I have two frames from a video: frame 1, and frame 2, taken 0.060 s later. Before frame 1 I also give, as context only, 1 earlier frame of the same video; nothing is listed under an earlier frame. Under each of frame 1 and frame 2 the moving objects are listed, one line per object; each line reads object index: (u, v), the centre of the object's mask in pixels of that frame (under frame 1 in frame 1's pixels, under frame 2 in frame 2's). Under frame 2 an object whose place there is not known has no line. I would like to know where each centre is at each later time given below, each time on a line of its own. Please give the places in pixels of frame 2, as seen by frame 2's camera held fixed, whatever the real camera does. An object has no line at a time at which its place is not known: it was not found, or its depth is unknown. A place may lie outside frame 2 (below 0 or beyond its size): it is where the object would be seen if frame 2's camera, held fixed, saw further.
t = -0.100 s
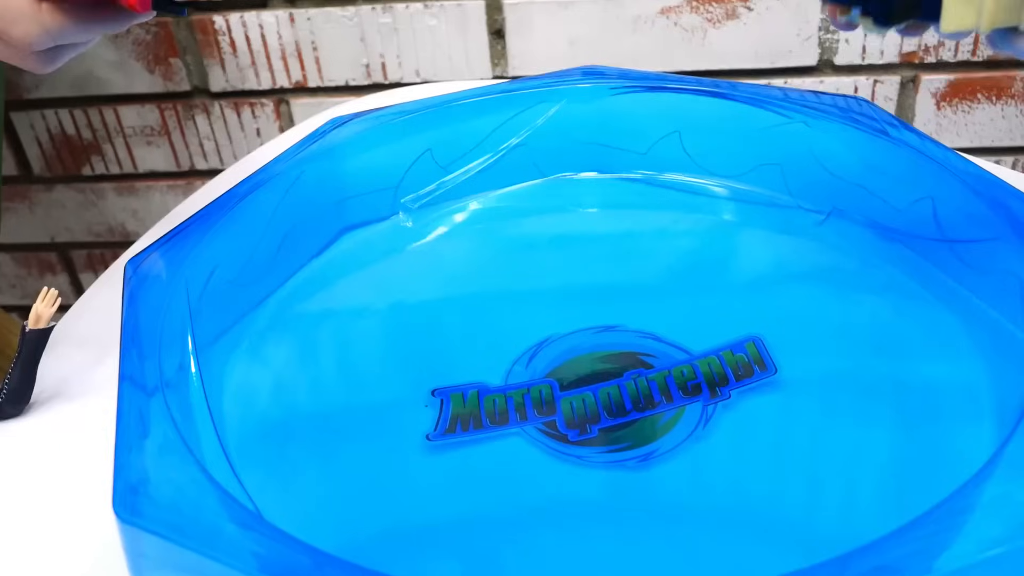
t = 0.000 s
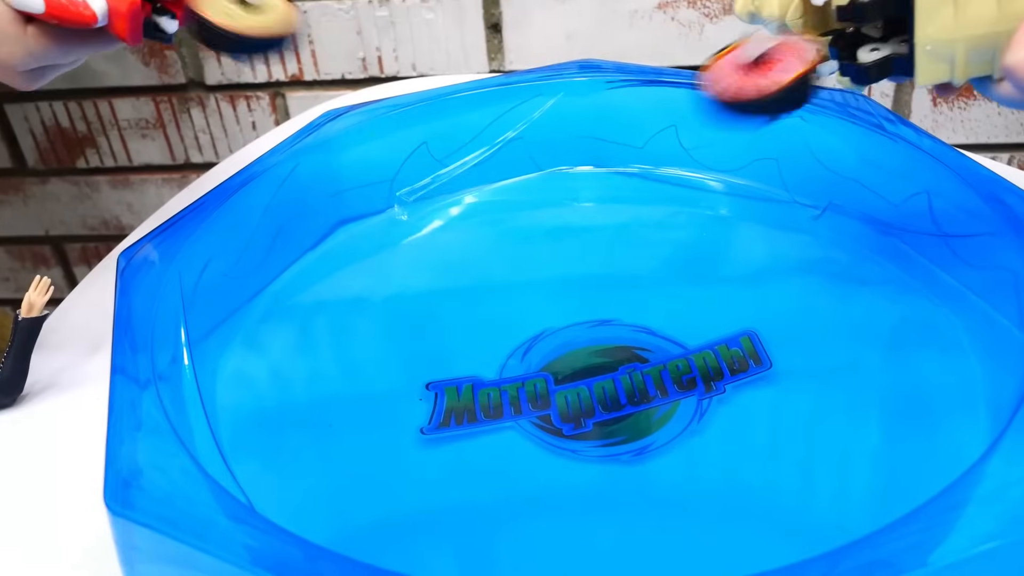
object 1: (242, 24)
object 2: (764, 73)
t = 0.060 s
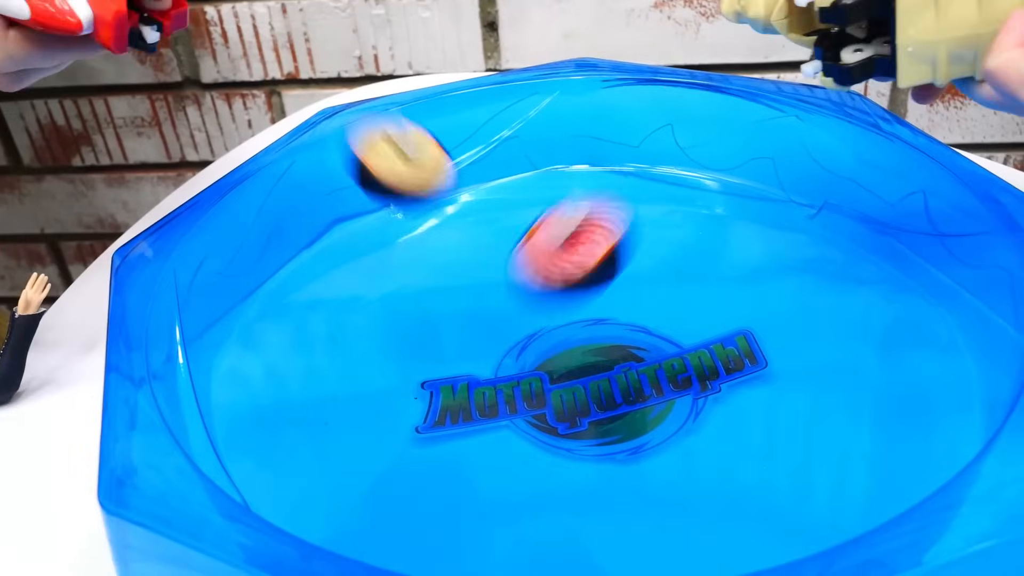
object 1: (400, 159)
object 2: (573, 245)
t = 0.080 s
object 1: (455, 227)
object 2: (513, 325)
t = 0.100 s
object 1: (508, 301)
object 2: (459, 401)
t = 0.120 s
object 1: (553, 303)
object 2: (415, 403)
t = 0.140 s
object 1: (595, 285)
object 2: (366, 411)
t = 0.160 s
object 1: (639, 273)
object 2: (315, 429)
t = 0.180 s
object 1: (686, 270)
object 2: (277, 437)
